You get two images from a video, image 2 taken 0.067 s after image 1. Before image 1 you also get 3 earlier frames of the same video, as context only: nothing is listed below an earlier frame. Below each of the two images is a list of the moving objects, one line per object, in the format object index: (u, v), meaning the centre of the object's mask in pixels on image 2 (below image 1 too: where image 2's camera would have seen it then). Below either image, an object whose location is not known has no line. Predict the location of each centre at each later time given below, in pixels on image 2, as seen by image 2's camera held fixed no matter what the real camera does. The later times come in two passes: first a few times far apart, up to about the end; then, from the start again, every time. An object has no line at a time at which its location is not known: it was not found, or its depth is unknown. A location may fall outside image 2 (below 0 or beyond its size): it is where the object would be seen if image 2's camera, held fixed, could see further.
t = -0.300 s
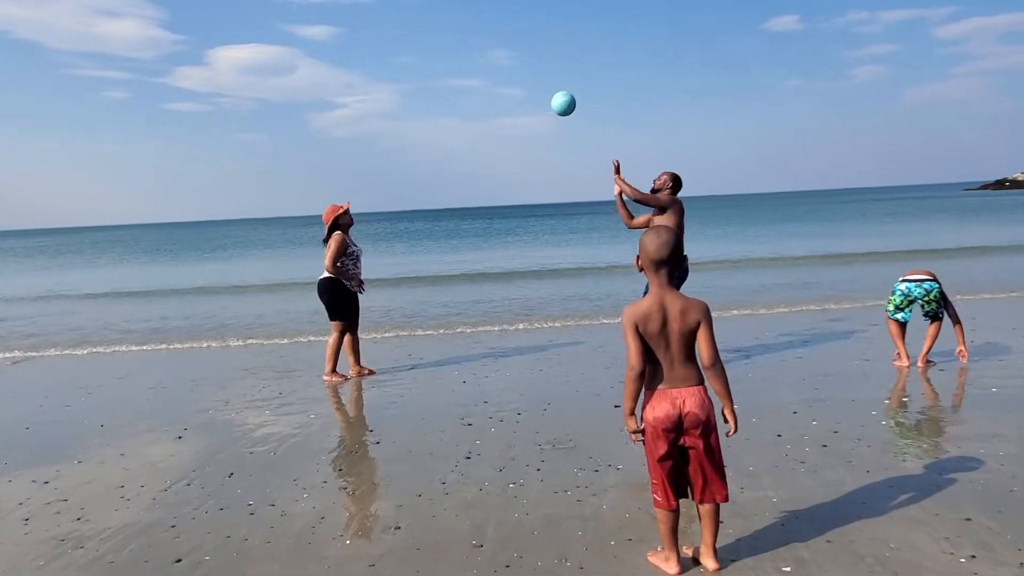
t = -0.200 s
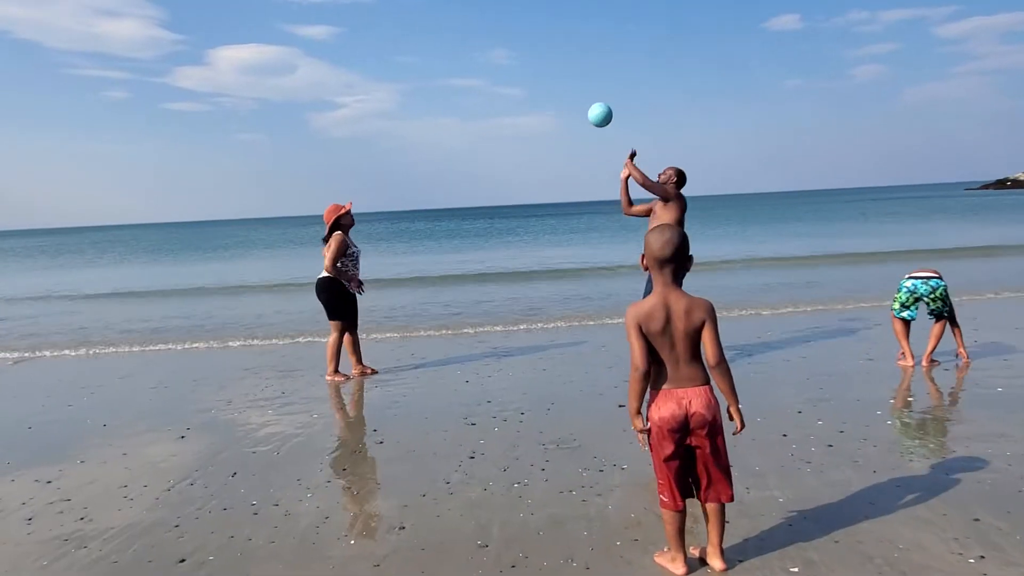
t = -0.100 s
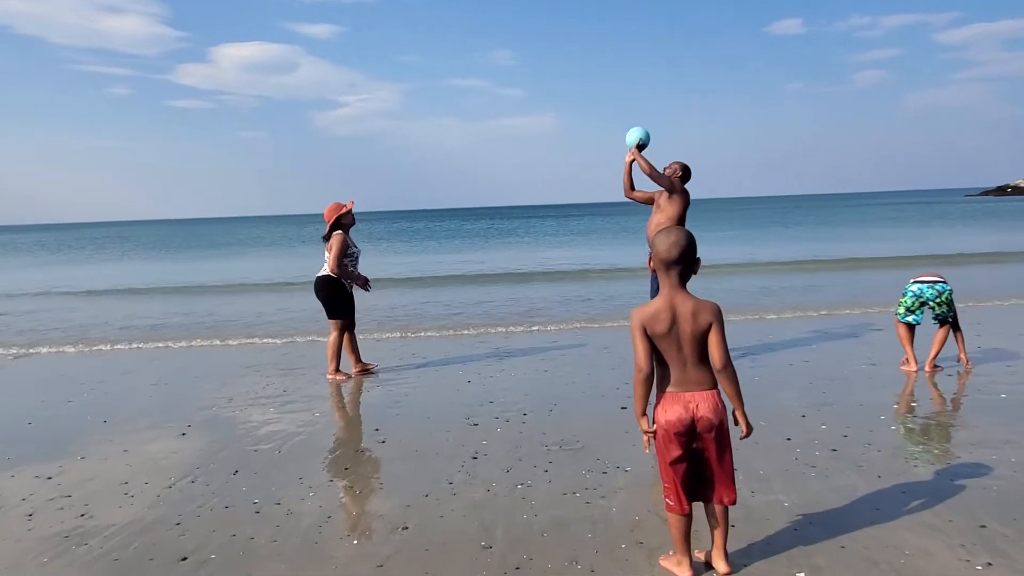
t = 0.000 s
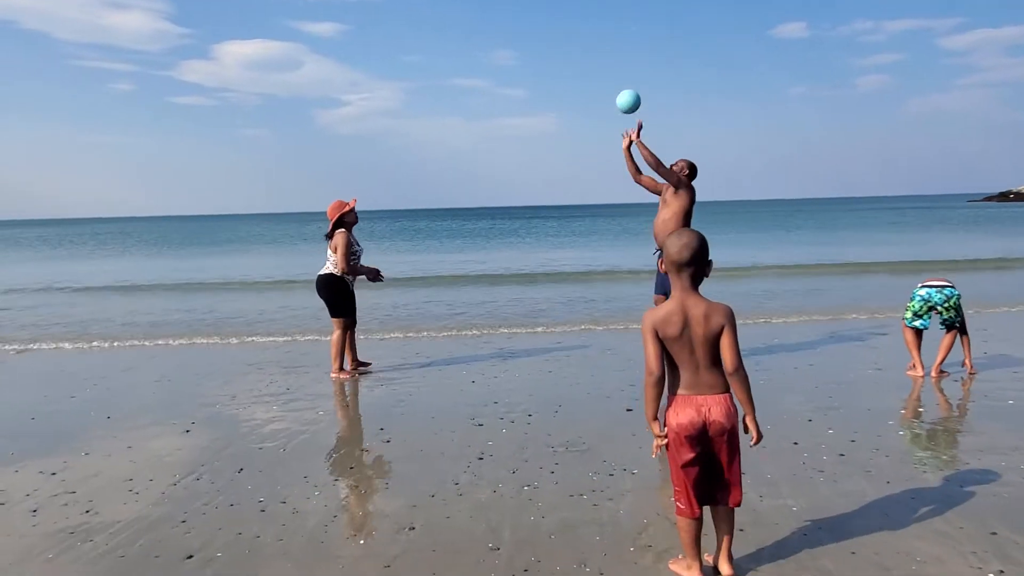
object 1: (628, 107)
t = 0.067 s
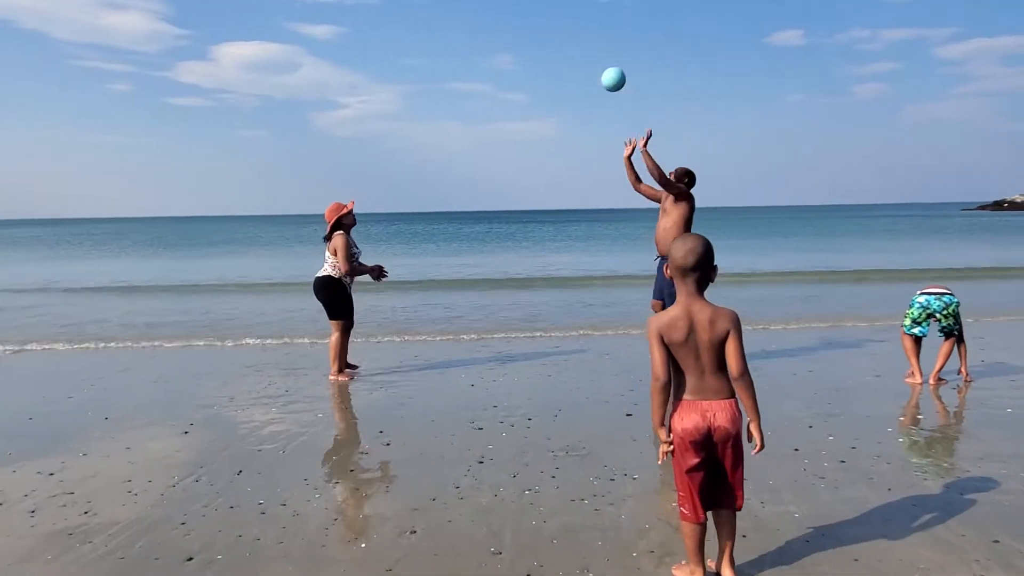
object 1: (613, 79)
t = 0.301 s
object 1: (566, 29)
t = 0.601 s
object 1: (503, 58)
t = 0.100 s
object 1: (606, 68)
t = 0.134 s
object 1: (600, 58)
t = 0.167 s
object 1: (593, 49)
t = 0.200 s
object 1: (586, 42)
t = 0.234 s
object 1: (579, 36)
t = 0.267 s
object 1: (572, 32)
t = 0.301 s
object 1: (566, 29)
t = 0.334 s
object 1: (558, 27)
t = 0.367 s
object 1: (552, 27)
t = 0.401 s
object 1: (545, 28)
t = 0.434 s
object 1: (538, 30)
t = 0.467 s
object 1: (531, 33)
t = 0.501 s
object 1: (524, 38)
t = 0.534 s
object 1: (517, 44)
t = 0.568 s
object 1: (510, 50)
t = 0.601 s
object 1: (503, 58)
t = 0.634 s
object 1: (497, 68)
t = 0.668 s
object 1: (490, 78)
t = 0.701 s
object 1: (484, 90)
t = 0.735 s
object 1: (477, 103)
